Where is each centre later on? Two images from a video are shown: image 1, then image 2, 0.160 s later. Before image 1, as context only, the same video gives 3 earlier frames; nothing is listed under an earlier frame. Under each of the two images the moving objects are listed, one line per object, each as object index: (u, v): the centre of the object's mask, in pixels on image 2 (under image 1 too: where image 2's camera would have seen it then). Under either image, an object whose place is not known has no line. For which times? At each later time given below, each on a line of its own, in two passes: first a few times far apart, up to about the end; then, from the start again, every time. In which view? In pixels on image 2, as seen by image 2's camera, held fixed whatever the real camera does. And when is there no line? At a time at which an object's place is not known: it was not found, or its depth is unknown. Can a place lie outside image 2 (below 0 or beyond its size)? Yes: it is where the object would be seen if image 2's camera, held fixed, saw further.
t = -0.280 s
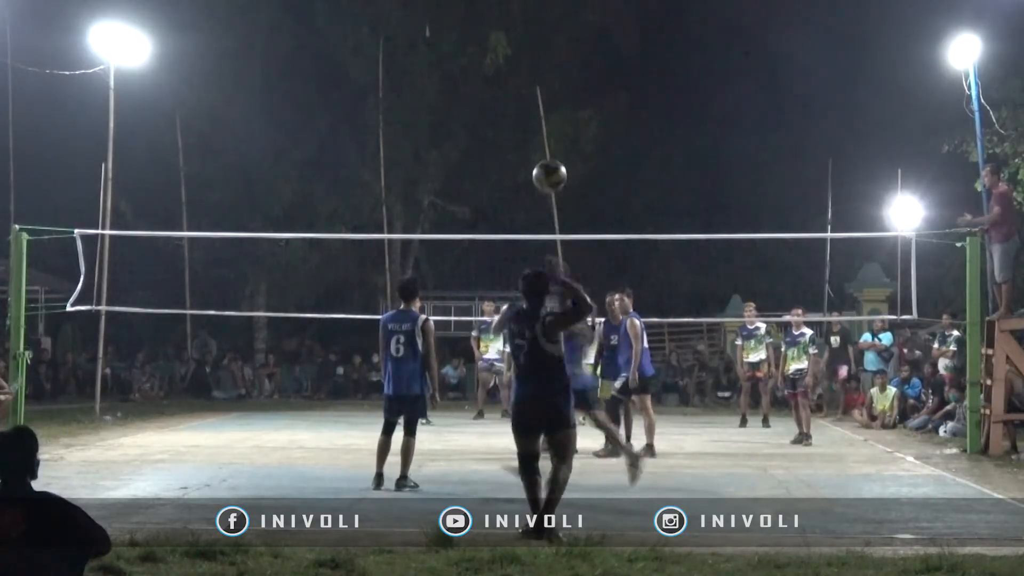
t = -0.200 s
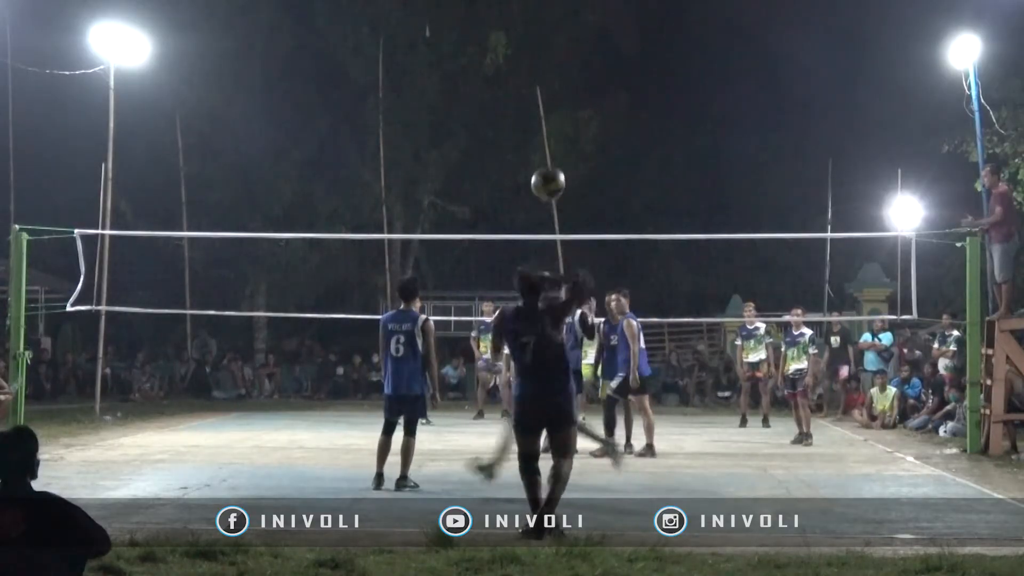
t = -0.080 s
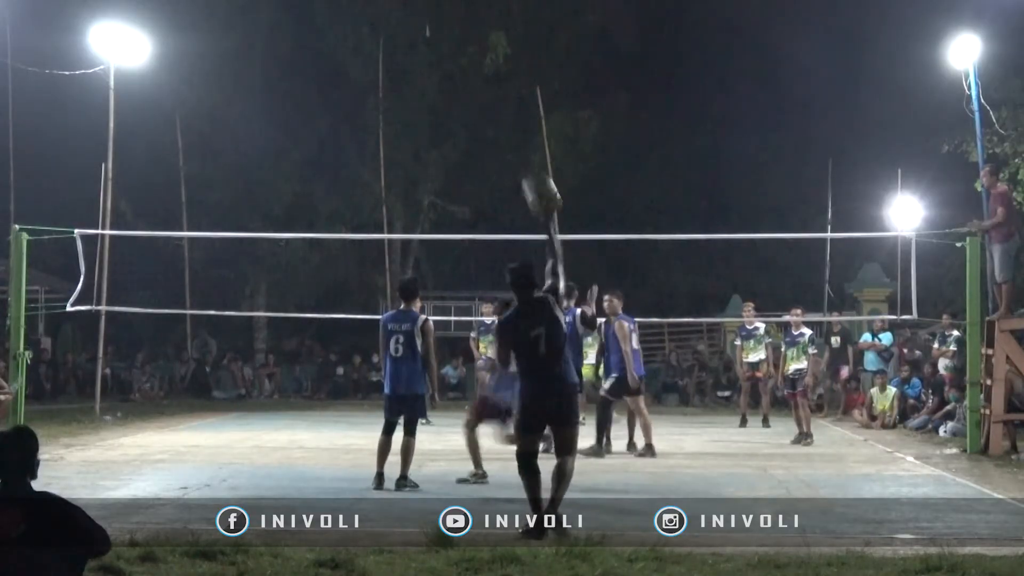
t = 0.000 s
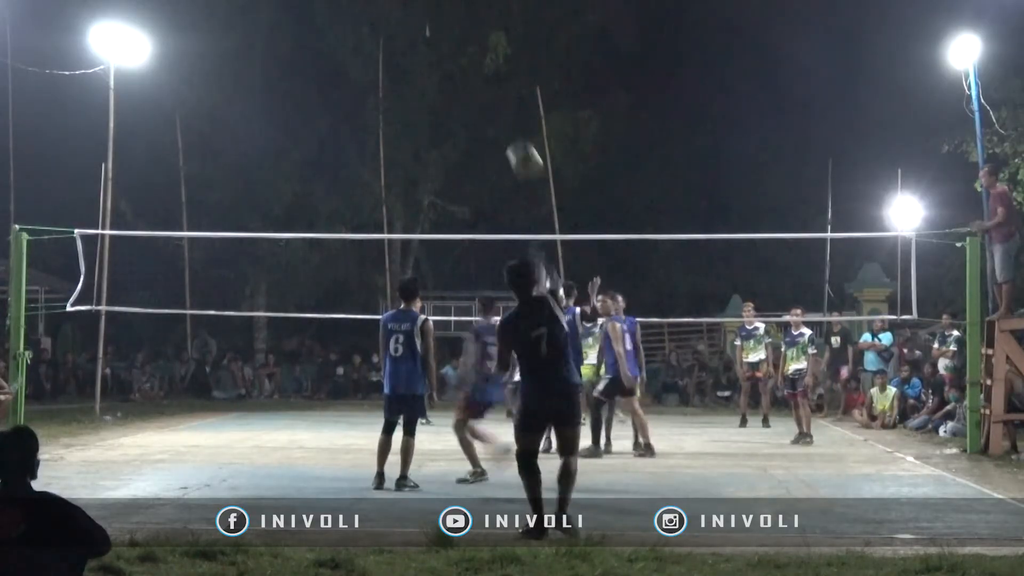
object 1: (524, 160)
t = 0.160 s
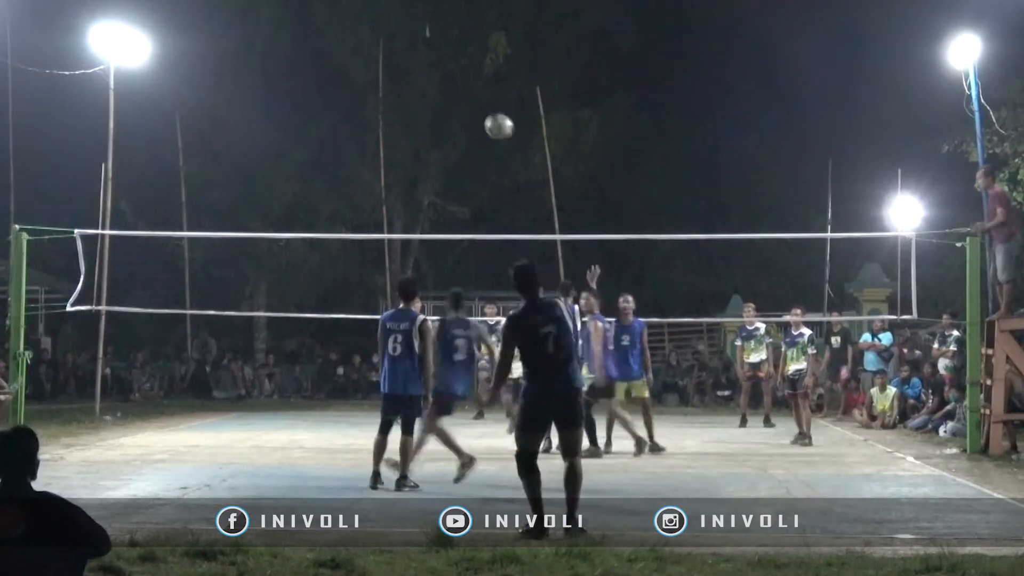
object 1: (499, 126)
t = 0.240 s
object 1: (490, 125)
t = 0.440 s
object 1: (472, 154)
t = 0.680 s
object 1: (451, 225)
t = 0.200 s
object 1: (494, 124)
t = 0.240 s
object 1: (490, 125)
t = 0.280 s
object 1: (486, 127)
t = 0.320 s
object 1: (482, 131)
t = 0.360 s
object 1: (479, 138)
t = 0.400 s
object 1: (475, 145)
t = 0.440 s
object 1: (472, 154)
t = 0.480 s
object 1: (468, 164)
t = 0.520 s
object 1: (465, 175)
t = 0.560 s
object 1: (461, 187)
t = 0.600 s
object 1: (457, 200)
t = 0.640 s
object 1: (454, 213)
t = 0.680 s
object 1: (451, 225)
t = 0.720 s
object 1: (446, 244)
